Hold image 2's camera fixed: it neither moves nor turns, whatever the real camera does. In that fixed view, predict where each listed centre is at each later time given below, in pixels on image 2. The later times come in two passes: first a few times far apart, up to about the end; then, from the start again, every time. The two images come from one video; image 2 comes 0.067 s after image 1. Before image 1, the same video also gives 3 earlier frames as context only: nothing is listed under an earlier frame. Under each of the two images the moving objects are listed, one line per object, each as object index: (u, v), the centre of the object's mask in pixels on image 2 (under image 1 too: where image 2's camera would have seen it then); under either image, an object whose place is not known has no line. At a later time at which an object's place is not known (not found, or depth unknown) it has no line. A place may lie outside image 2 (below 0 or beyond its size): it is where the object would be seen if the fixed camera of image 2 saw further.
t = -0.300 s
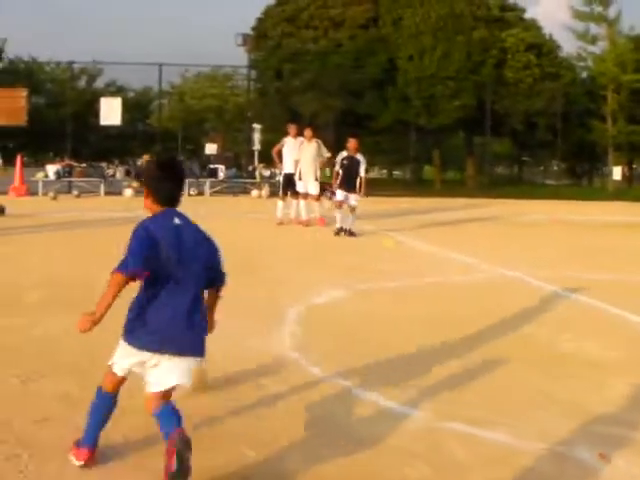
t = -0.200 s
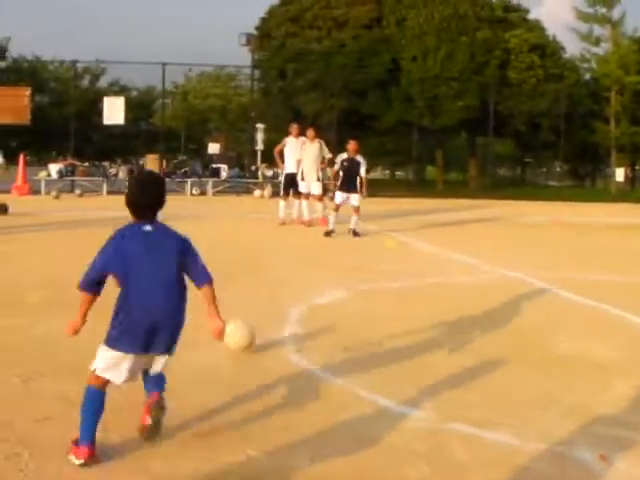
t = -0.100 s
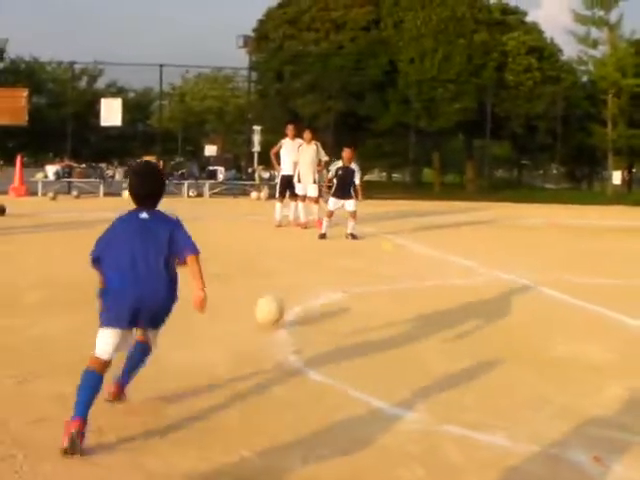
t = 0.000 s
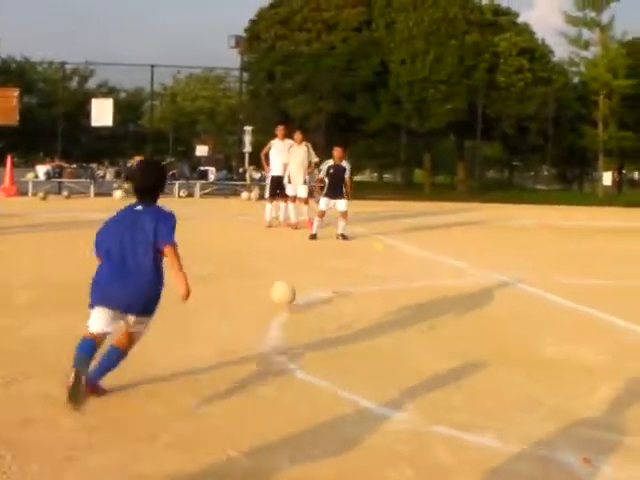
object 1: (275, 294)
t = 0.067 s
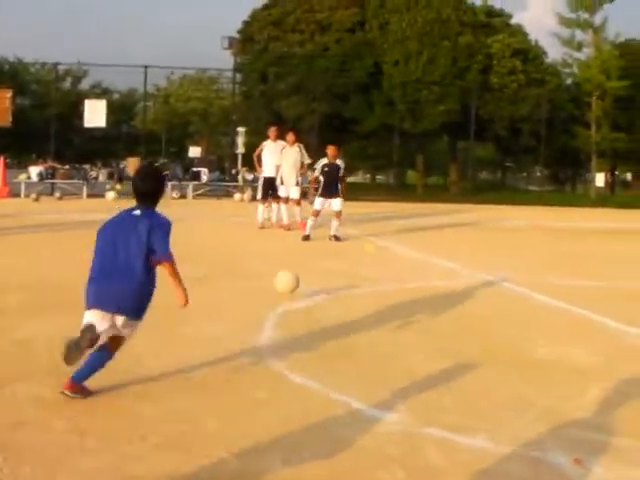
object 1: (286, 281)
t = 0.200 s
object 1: (305, 274)
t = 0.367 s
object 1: (319, 257)
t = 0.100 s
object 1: (291, 277)
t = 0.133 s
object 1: (296, 275)
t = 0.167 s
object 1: (300, 275)
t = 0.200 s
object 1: (305, 274)
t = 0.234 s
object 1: (308, 269)
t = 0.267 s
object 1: (311, 264)
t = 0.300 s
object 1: (313, 262)
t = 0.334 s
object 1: (317, 259)
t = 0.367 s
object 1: (319, 257)
